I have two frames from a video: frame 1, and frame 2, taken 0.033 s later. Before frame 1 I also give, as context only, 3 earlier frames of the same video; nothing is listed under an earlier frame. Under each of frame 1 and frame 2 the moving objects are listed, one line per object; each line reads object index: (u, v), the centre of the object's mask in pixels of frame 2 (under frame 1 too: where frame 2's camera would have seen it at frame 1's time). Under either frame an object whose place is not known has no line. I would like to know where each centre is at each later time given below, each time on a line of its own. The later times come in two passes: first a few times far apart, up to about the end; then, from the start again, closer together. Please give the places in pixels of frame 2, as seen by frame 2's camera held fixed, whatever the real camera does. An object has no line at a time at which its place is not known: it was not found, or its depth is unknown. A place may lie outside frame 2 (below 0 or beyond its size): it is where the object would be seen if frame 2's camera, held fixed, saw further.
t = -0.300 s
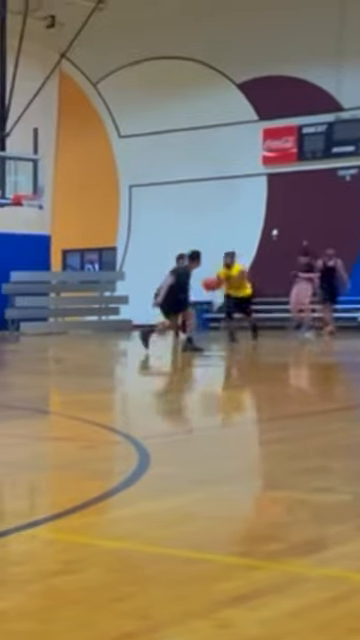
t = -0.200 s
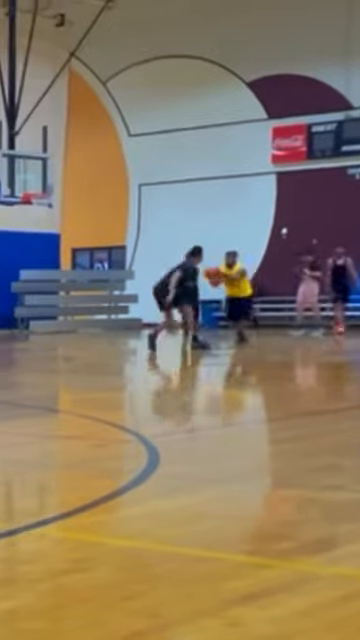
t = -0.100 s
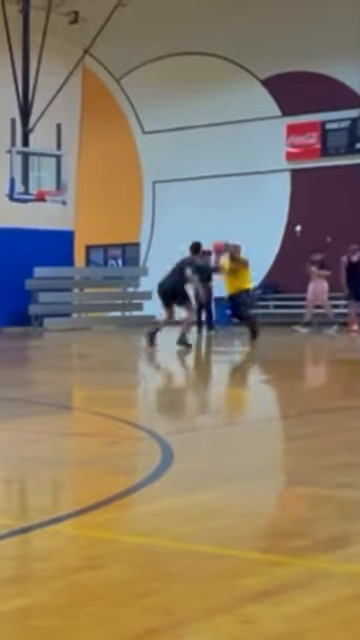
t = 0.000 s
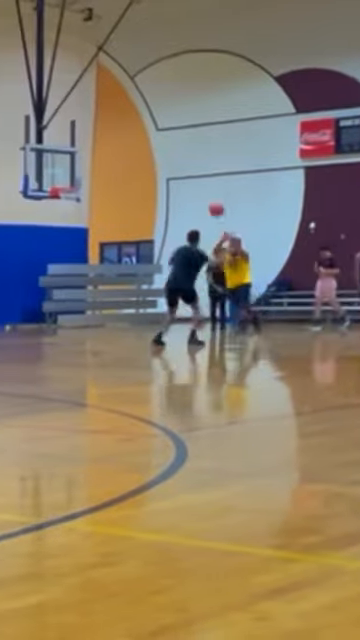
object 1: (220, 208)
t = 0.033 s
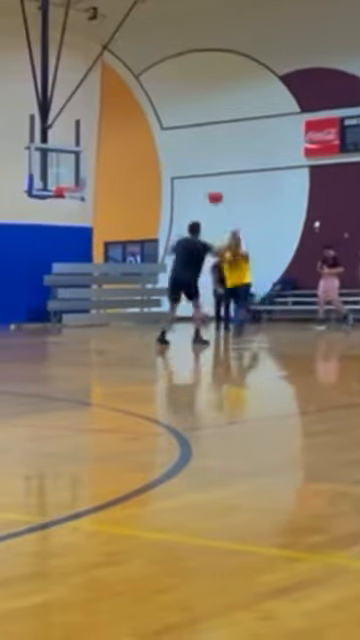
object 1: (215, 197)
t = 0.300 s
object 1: (159, 120)
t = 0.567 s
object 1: (90, 78)
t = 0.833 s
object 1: (3, 92)
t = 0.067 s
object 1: (208, 185)
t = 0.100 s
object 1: (202, 174)
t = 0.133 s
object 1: (194, 162)
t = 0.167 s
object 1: (188, 153)
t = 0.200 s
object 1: (180, 144)
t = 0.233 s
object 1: (173, 135)
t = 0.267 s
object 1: (167, 126)
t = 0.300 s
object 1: (159, 120)
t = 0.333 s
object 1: (150, 111)
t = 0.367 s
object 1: (143, 105)
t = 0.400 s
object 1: (133, 98)
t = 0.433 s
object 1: (127, 93)
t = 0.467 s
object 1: (119, 90)
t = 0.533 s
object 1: (100, 80)
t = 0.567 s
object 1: (90, 78)
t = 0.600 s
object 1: (79, 77)
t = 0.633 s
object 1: (69, 75)
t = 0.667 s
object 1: (59, 74)
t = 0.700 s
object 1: (49, 77)
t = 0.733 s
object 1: (37, 79)
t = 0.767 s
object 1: (26, 84)
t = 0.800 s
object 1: (15, 87)
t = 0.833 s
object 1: (3, 92)
